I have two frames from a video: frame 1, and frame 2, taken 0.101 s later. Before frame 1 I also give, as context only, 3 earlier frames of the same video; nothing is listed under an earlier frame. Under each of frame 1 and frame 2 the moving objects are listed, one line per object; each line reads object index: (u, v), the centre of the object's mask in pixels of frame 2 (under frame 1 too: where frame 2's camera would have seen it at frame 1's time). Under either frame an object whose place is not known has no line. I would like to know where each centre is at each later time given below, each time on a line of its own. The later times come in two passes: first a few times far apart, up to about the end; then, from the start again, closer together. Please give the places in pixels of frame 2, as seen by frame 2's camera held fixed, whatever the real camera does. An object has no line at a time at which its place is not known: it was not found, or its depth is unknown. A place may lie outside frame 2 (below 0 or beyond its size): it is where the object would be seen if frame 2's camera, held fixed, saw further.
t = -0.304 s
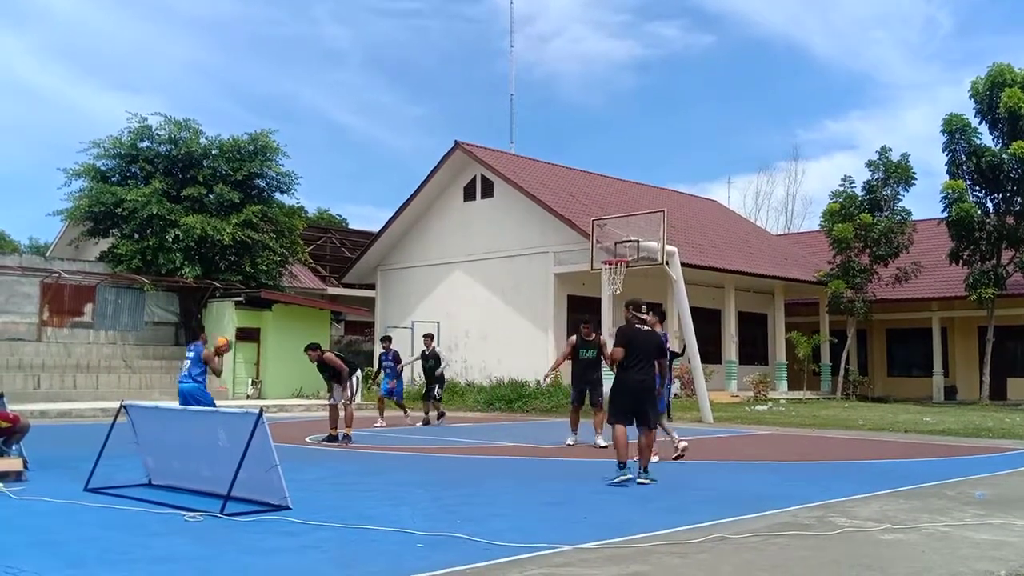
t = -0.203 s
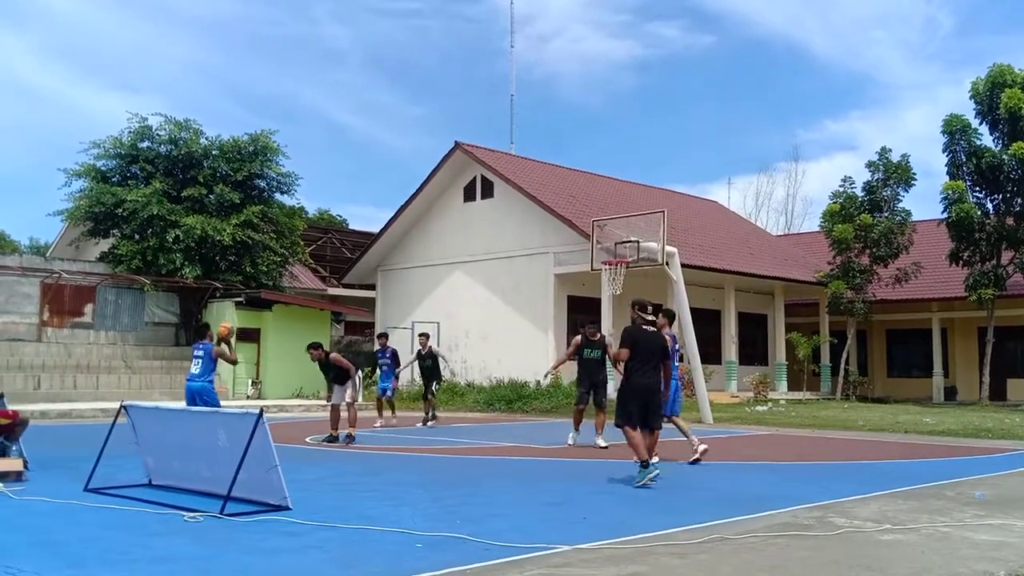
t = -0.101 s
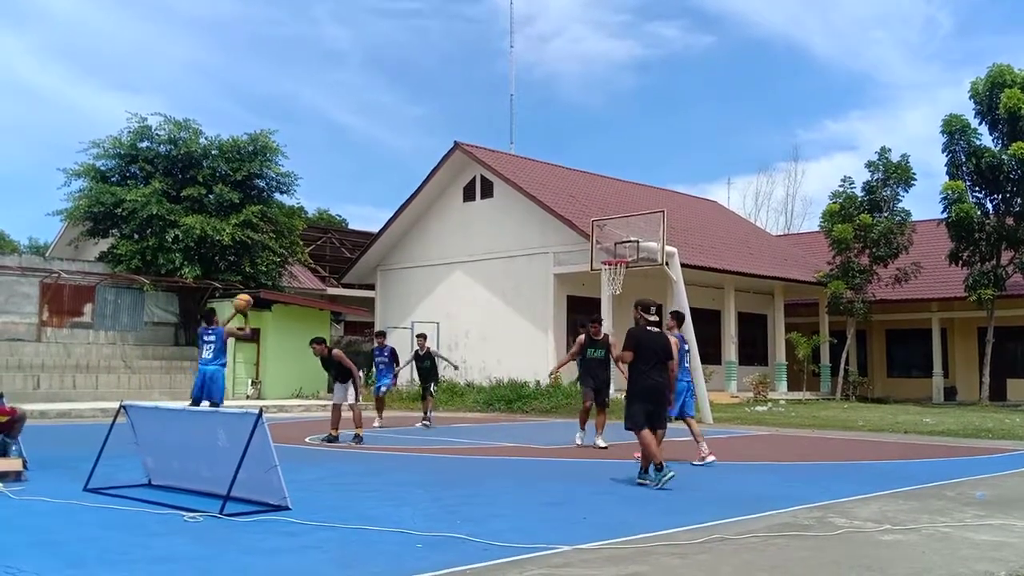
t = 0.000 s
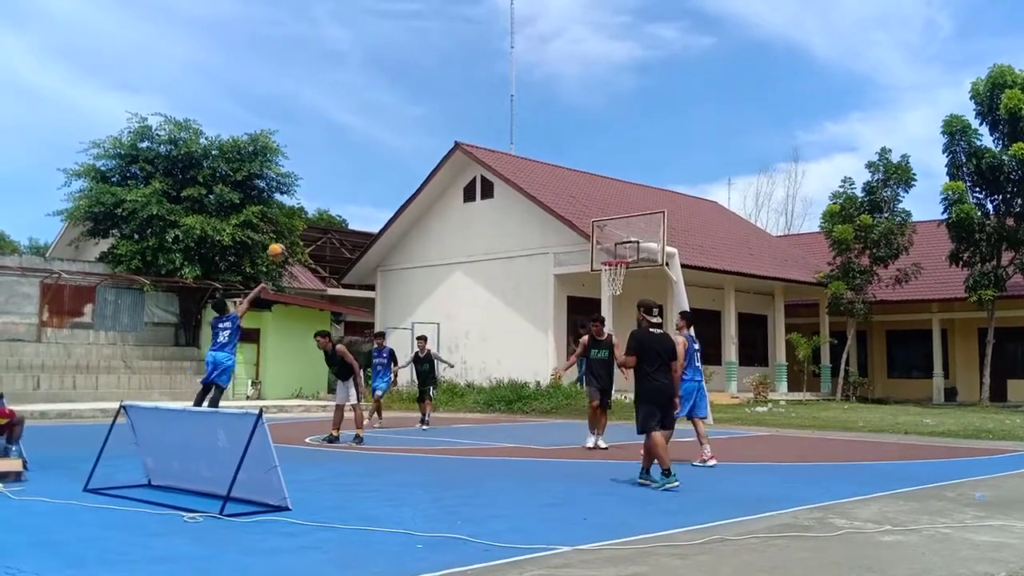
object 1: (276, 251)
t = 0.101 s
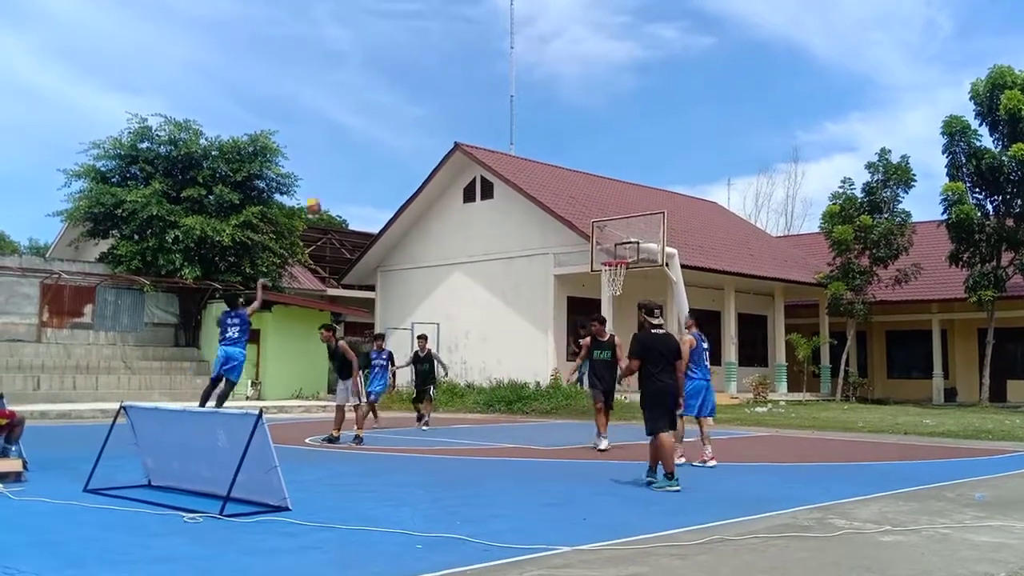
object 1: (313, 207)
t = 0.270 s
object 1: (365, 151)
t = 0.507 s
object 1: (429, 110)
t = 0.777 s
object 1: (489, 107)
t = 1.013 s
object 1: (535, 135)
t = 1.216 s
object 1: (569, 179)
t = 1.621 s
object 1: (579, 288)
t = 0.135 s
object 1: (324, 194)
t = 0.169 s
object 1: (334, 182)
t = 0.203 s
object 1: (345, 170)
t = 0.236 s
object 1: (355, 161)
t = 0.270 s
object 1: (365, 151)
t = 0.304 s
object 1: (375, 143)
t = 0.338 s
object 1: (384, 135)
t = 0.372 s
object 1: (394, 129)
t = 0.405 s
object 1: (403, 122)
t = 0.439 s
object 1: (411, 118)
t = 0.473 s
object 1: (420, 113)
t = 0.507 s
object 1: (429, 110)
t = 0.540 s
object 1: (437, 108)
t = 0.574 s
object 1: (444, 106)
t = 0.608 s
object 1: (452, 104)
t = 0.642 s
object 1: (460, 103)
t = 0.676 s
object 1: (467, 103)
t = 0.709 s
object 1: (475, 104)
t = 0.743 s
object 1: (482, 105)
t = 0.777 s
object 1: (489, 107)
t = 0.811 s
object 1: (496, 109)
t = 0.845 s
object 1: (502, 112)
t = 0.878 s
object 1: (509, 115)
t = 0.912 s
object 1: (516, 120)
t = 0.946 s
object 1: (522, 124)
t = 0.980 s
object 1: (529, 130)
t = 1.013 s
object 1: (535, 135)
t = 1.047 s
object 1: (541, 141)
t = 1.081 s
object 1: (547, 148)
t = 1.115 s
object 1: (553, 156)
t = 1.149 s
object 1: (559, 162)
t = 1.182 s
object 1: (564, 171)
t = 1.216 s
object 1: (569, 179)
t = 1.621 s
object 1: (579, 288)
